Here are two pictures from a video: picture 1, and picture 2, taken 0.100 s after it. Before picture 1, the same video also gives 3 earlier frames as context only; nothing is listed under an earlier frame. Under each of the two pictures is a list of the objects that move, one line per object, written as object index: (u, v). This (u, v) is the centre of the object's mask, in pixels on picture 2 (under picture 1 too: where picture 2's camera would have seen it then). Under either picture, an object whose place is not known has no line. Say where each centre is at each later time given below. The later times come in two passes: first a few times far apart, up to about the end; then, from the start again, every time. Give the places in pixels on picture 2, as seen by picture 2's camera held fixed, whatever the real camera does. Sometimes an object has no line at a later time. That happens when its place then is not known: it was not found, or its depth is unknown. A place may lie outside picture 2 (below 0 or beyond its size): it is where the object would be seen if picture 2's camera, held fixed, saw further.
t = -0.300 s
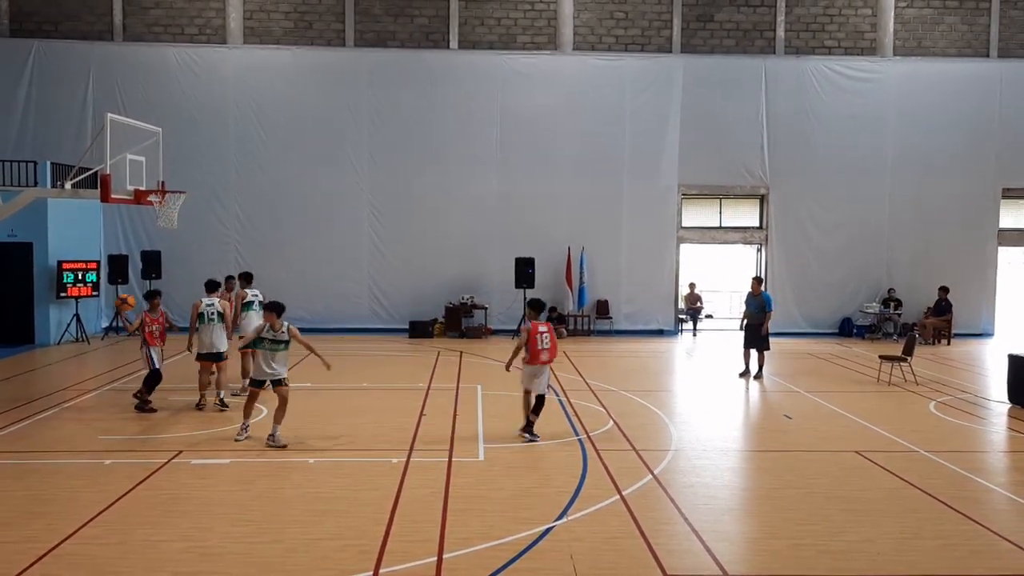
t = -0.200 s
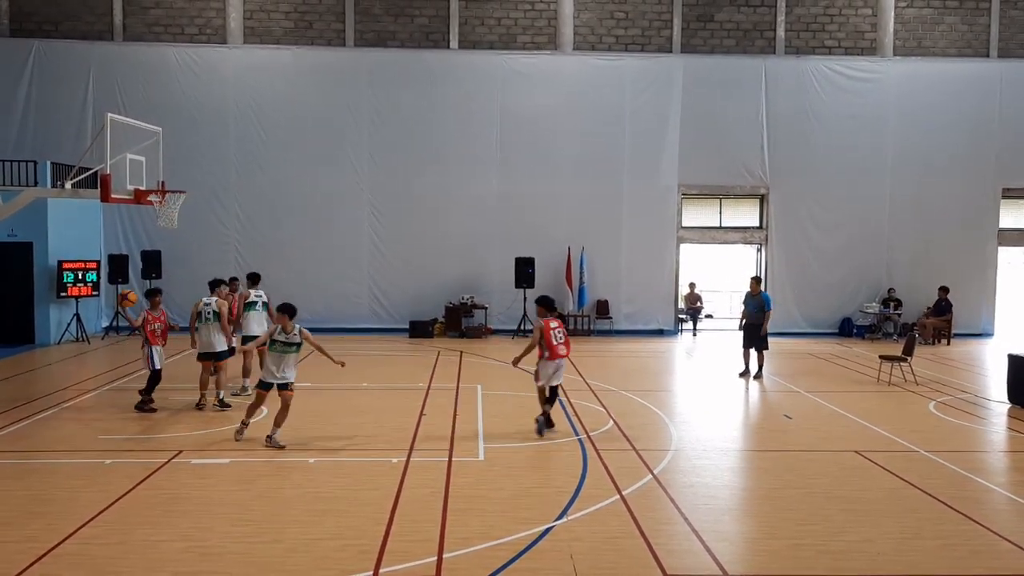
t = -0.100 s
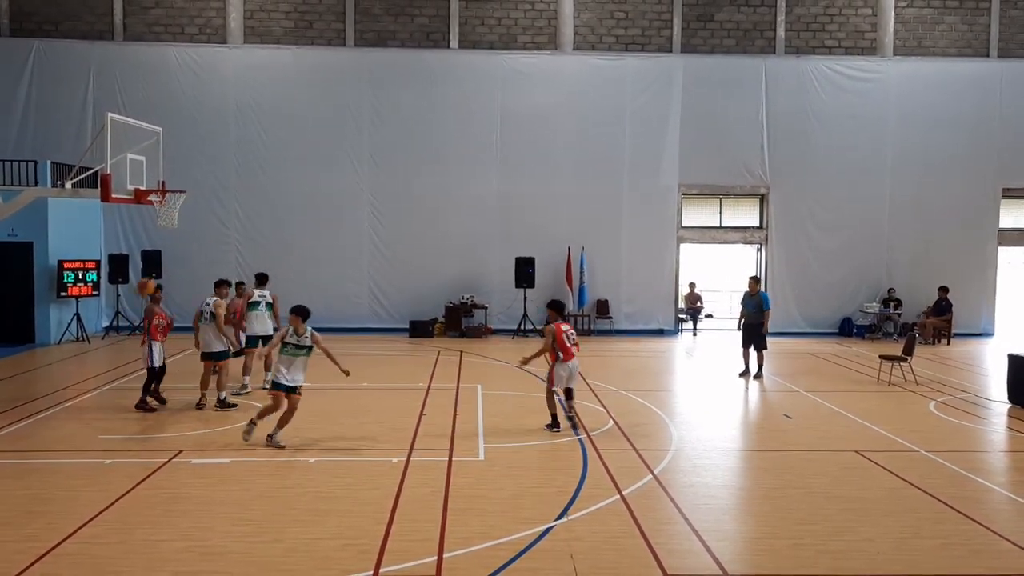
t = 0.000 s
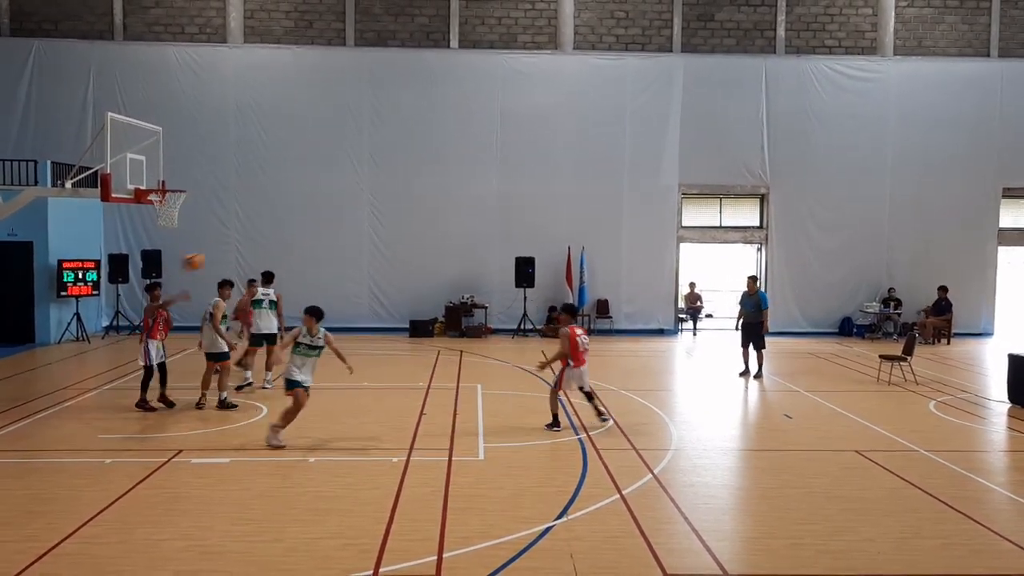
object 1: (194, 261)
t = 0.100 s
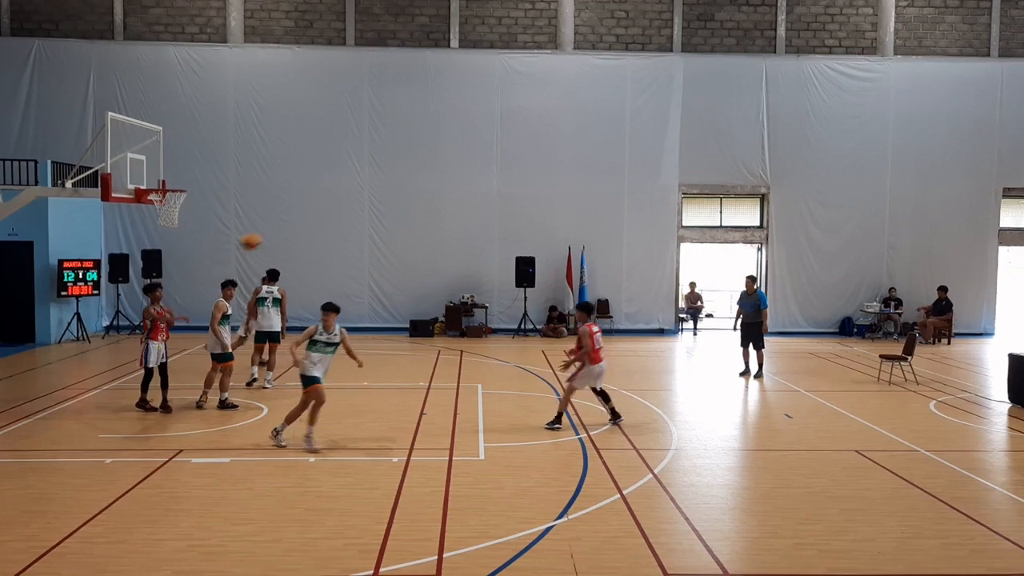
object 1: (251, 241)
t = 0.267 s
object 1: (345, 224)
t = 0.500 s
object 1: (476, 233)
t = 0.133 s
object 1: (270, 236)
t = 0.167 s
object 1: (288, 232)
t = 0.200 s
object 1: (307, 229)
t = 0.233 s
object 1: (326, 226)
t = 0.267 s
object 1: (345, 224)
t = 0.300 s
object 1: (364, 223)
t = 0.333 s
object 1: (383, 223)
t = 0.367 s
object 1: (401, 223)
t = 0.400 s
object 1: (419, 224)
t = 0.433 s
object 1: (438, 226)
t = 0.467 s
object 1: (457, 229)
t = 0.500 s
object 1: (476, 233)
